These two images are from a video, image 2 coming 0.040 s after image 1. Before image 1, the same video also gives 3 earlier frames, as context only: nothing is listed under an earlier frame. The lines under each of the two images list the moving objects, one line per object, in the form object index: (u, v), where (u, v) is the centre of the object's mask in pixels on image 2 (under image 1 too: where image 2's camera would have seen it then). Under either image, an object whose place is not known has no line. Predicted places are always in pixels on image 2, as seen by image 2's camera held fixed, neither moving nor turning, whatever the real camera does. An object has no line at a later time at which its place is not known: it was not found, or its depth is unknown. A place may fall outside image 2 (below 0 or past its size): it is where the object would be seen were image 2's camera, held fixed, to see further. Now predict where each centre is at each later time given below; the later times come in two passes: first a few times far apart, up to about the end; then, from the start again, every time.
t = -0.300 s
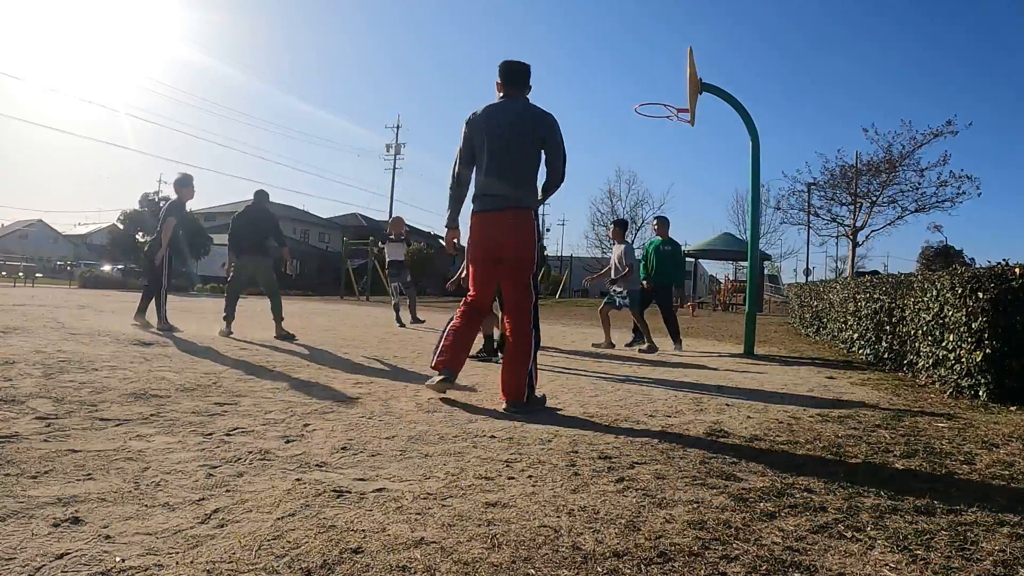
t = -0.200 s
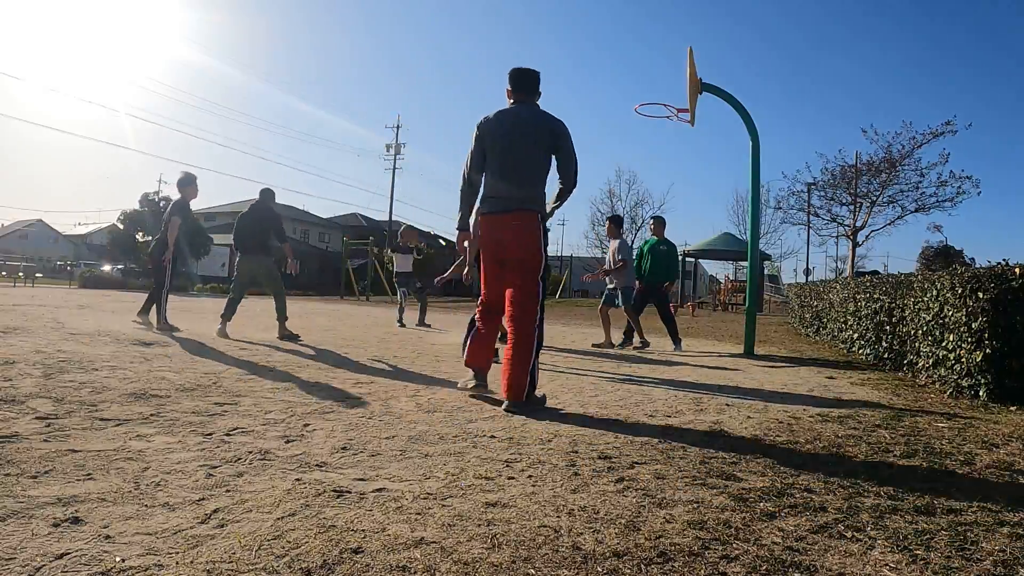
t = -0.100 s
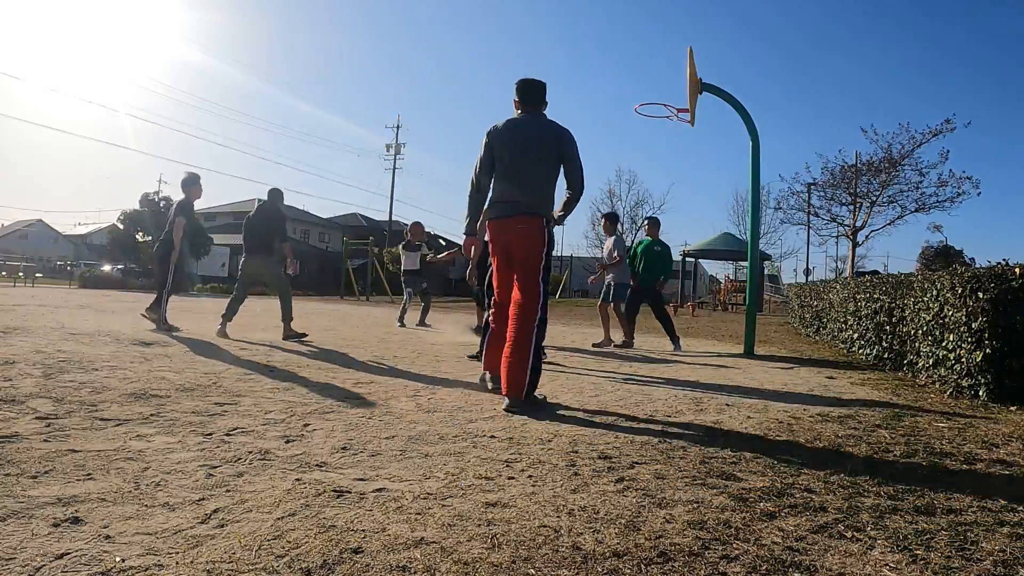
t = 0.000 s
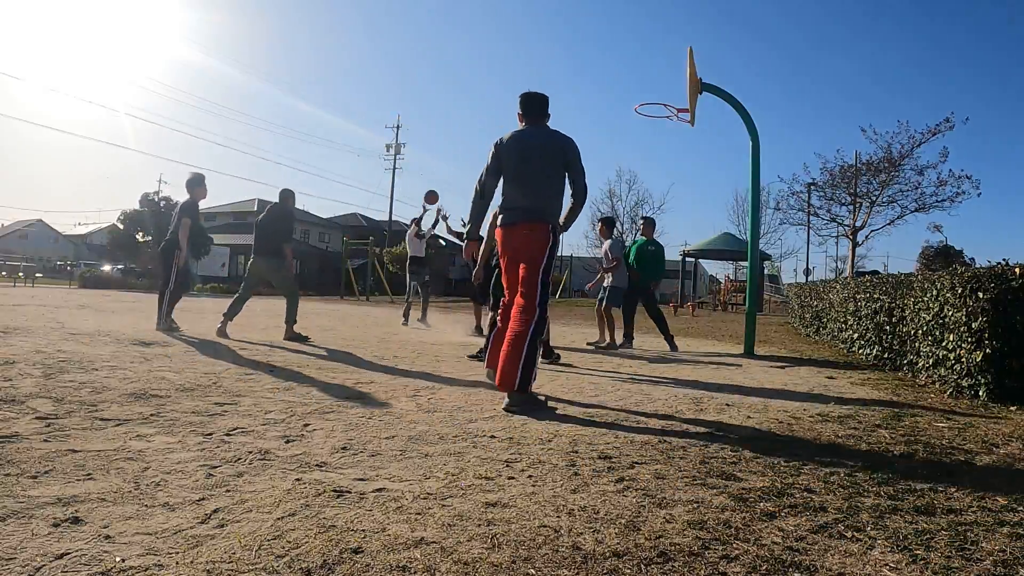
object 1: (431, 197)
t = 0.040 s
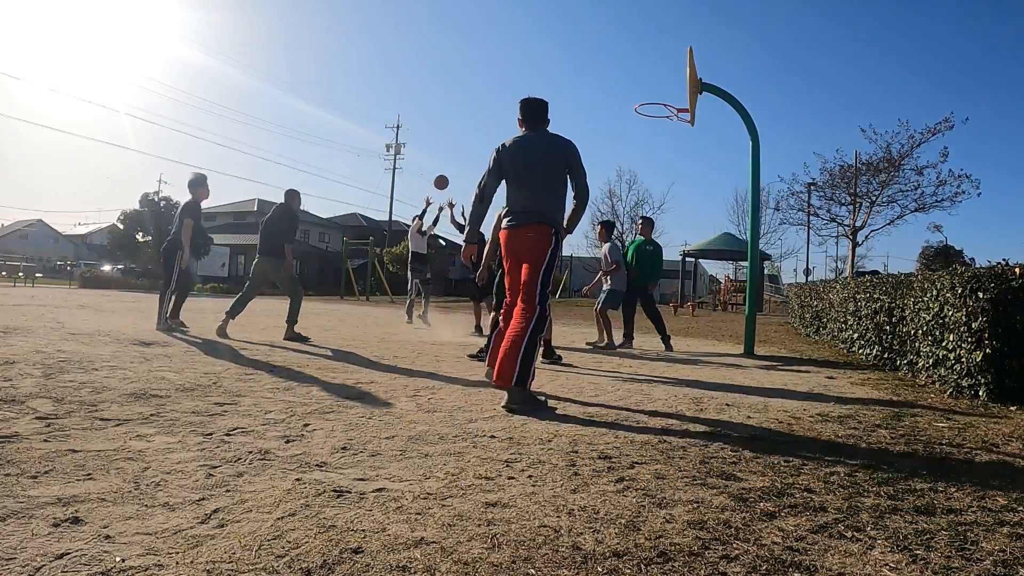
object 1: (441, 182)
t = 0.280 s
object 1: (502, 110)
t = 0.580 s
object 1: (582, 61)
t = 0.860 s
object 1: (667, 73)
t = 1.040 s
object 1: (668, 108)
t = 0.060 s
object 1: (446, 175)
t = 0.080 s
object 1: (451, 168)
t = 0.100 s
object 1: (456, 161)
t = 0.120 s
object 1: (461, 155)
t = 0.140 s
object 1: (466, 149)
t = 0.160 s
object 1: (471, 142)
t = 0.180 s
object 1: (476, 136)
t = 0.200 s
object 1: (481, 131)
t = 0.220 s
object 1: (486, 125)
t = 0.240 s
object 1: (491, 120)
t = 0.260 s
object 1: (496, 115)
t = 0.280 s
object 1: (502, 110)
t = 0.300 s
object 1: (507, 105)
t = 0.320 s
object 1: (512, 100)
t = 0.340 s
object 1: (517, 96)
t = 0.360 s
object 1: (522, 92)
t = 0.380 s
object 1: (527, 88)
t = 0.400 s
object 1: (533, 84)
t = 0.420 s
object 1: (538, 81)
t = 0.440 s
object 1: (544, 78)
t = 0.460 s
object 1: (549, 74)
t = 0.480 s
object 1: (554, 72)
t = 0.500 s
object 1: (560, 69)
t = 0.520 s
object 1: (566, 67)
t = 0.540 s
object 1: (571, 65)
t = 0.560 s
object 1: (577, 63)
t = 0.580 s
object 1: (582, 61)
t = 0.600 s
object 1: (588, 60)
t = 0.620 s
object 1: (594, 59)
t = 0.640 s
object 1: (600, 59)
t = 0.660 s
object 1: (606, 58)
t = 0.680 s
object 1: (612, 58)
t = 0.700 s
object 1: (617, 58)
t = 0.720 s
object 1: (623, 59)
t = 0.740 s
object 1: (629, 60)
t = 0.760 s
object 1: (635, 61)
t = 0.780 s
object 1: (641, 63)
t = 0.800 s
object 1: (647, 65)
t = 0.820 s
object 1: (654, 67)
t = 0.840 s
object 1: (660, 69)
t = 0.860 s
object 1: (667, 73)
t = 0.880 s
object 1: (673, 76)
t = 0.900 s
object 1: (678, 80)
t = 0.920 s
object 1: (677, 83)
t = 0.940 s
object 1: (676, 86)
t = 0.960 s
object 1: (674, 89)
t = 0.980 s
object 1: (672, 94)
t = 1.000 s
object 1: (671, 98)
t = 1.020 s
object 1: (670, 103)
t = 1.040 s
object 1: (668, 108)
